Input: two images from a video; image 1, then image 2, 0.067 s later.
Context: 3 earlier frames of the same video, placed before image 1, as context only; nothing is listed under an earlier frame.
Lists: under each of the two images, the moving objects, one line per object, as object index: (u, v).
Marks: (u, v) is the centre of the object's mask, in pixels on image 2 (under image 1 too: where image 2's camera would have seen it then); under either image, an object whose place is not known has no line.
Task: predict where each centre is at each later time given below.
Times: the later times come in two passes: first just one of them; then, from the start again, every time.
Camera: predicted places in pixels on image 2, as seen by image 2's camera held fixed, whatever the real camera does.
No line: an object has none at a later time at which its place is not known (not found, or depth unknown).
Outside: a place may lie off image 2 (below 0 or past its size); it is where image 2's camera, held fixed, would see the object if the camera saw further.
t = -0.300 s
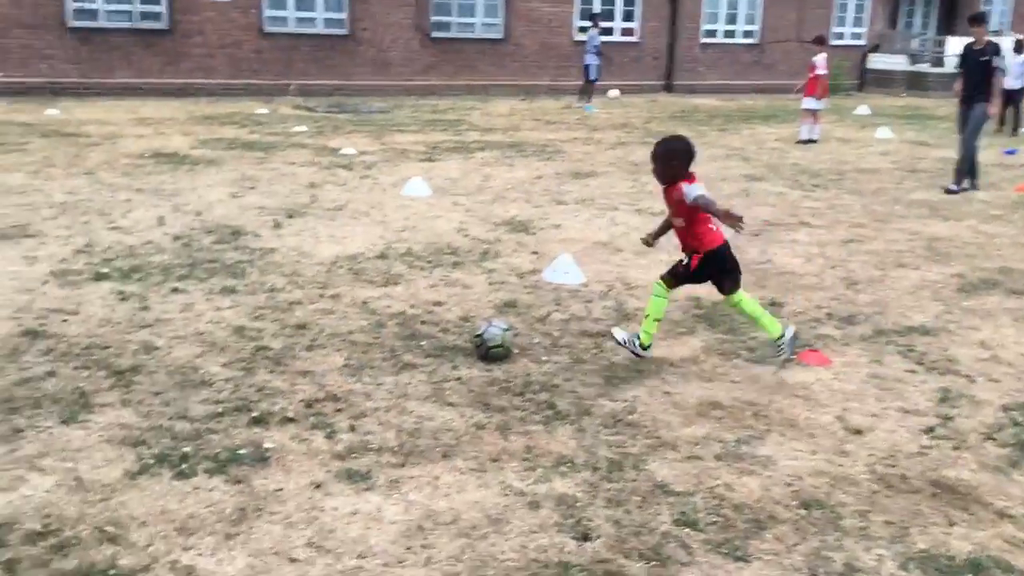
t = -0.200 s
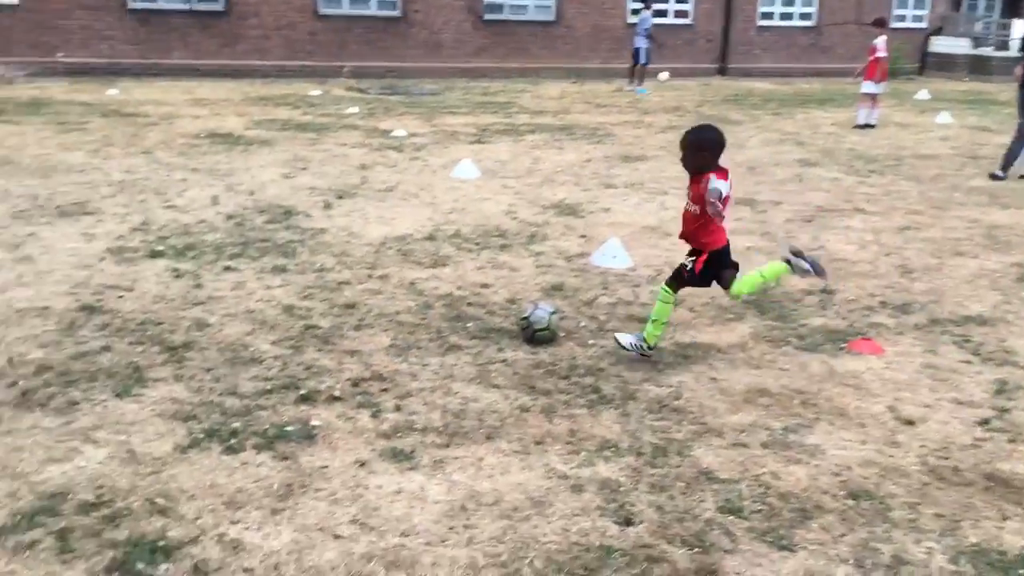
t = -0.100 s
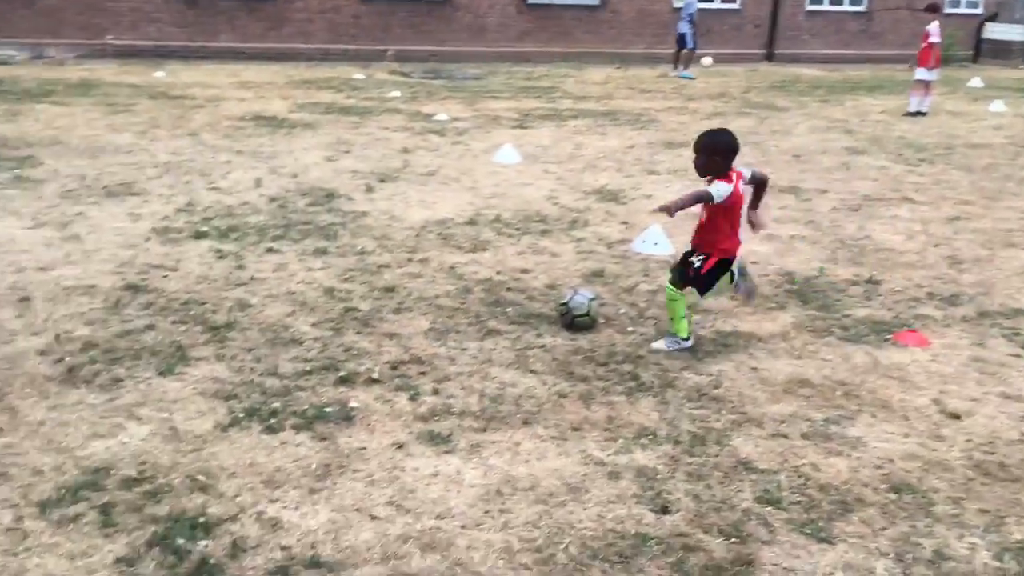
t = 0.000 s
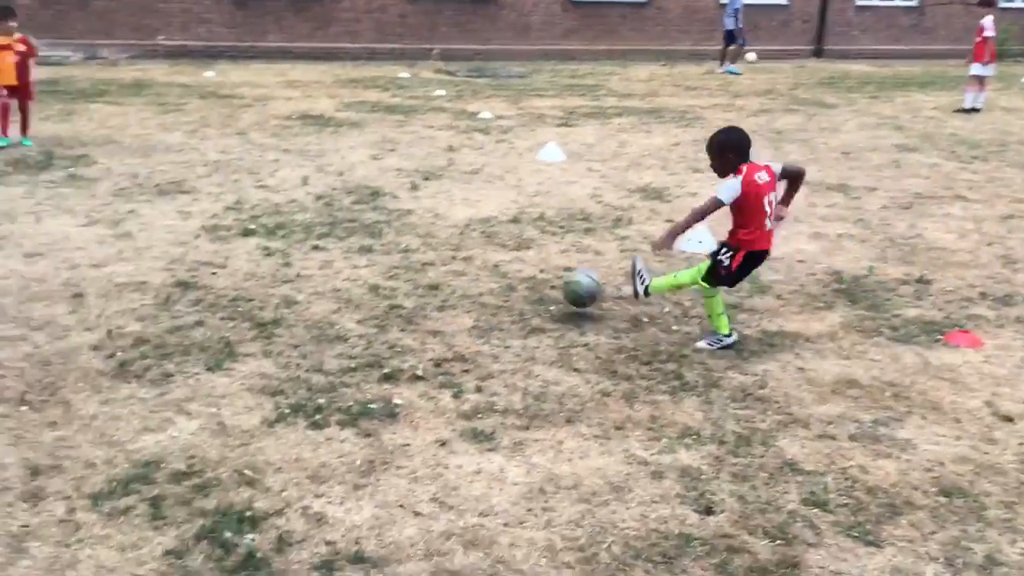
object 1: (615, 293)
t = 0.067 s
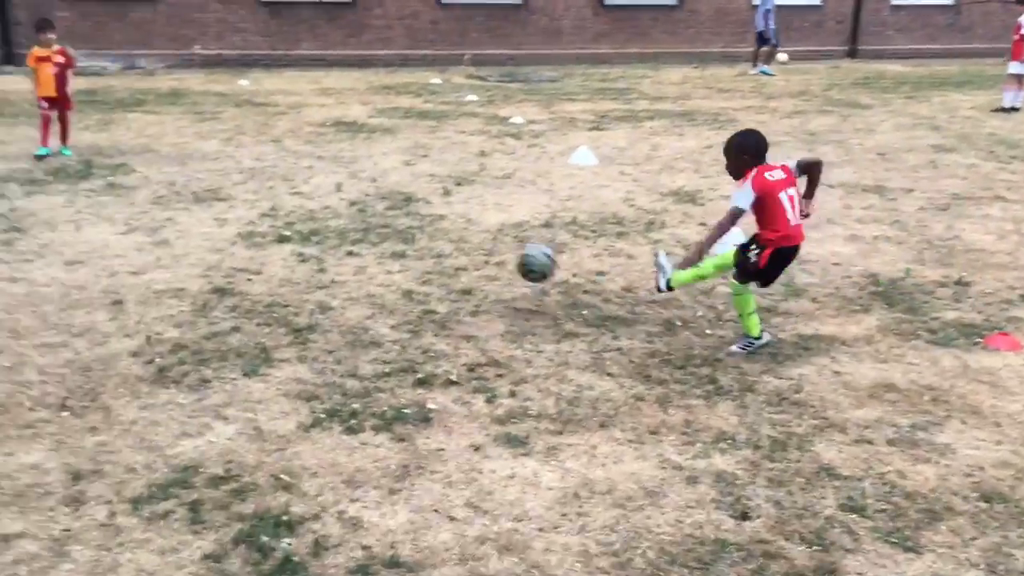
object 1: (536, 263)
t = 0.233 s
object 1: (356, 233)
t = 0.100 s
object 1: (498, 252)
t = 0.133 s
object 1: (461, 245)
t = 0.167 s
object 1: (426, 237)
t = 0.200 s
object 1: (391, 234)
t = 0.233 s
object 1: (356, 233)
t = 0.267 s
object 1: (323, 233)
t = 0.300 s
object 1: (289, 236)
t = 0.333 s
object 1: (259, 241)
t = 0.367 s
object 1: (229, 247)
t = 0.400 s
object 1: (199, 257)
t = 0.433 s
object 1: (170, 256)
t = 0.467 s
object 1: (142, 244)
